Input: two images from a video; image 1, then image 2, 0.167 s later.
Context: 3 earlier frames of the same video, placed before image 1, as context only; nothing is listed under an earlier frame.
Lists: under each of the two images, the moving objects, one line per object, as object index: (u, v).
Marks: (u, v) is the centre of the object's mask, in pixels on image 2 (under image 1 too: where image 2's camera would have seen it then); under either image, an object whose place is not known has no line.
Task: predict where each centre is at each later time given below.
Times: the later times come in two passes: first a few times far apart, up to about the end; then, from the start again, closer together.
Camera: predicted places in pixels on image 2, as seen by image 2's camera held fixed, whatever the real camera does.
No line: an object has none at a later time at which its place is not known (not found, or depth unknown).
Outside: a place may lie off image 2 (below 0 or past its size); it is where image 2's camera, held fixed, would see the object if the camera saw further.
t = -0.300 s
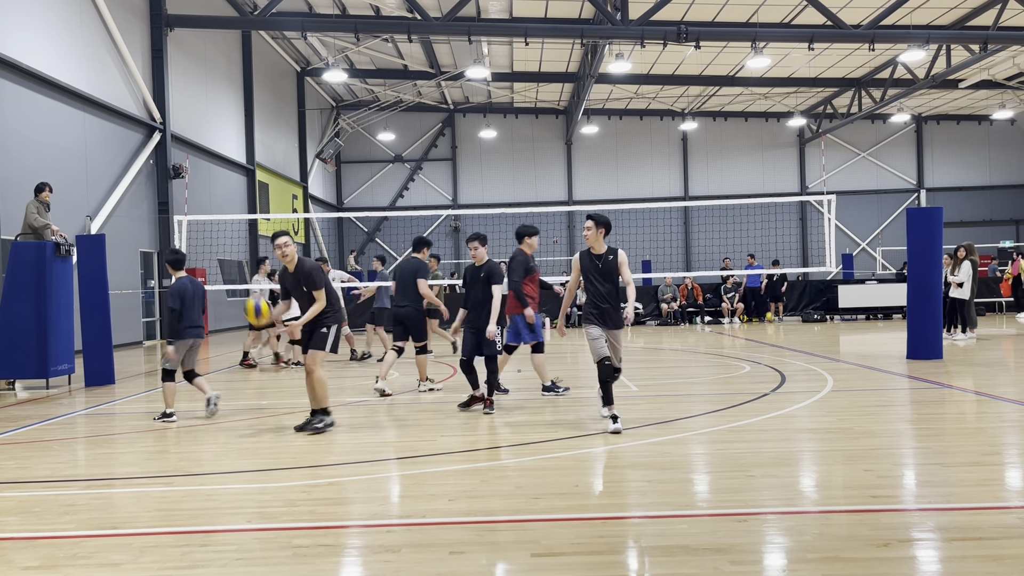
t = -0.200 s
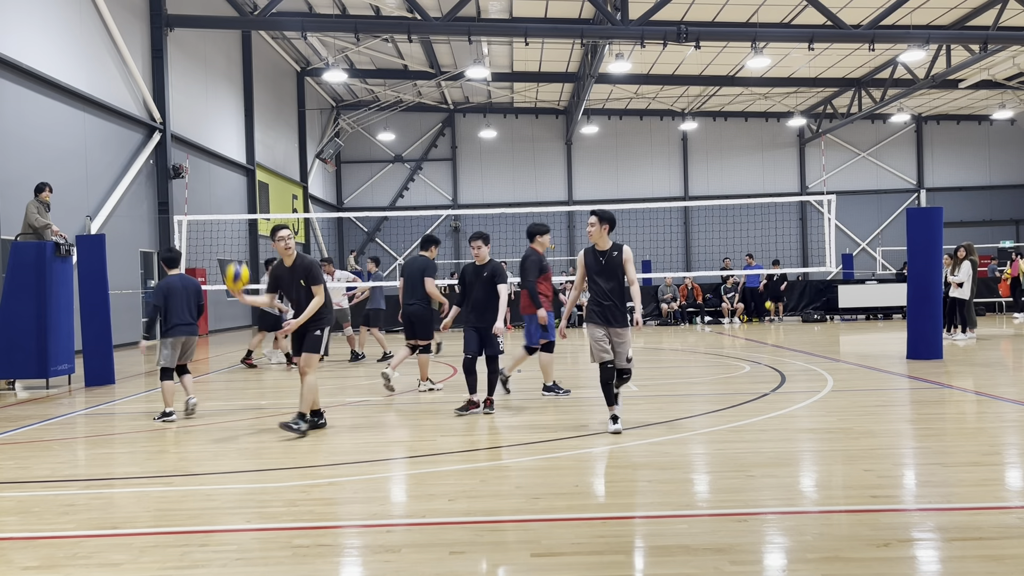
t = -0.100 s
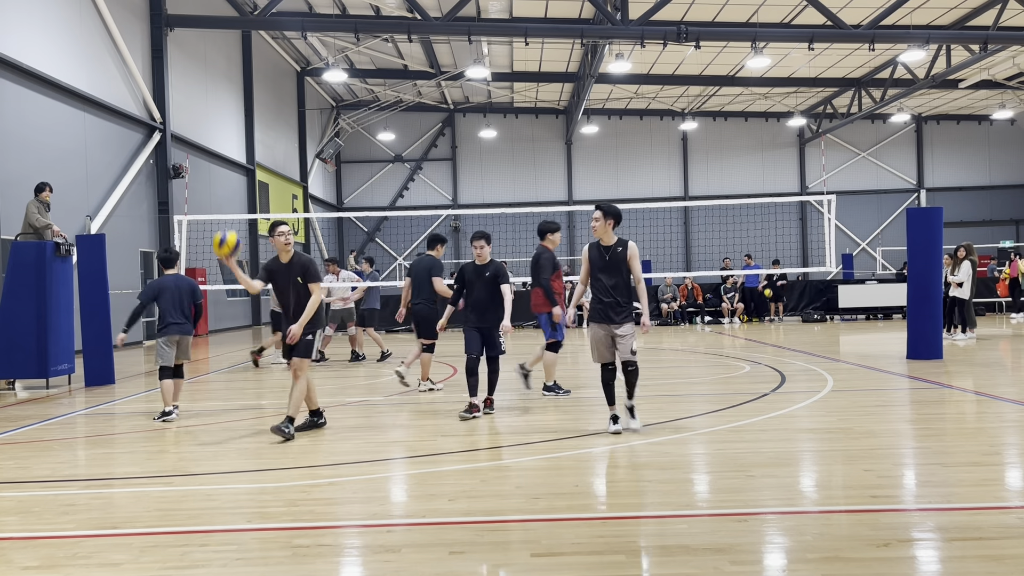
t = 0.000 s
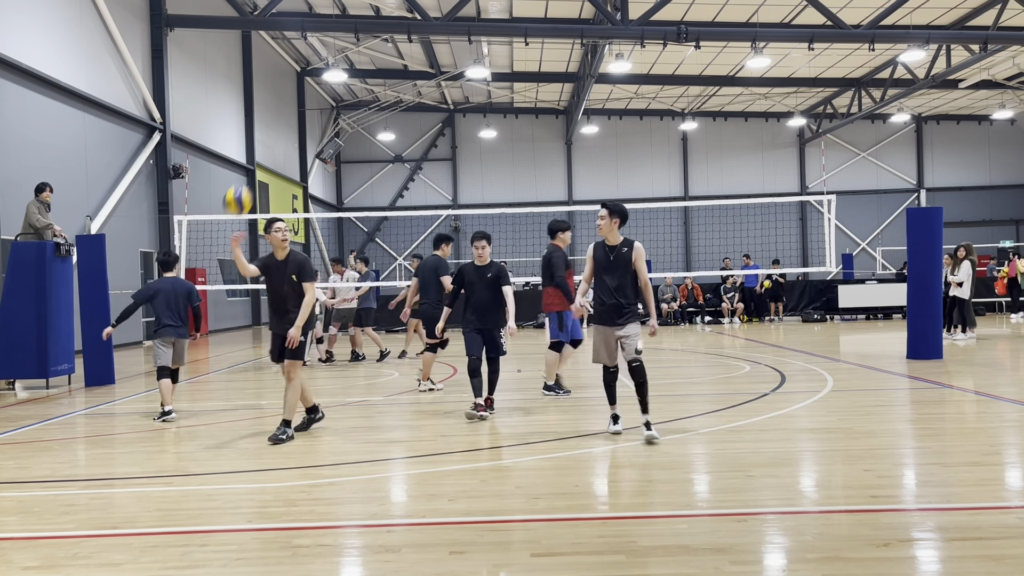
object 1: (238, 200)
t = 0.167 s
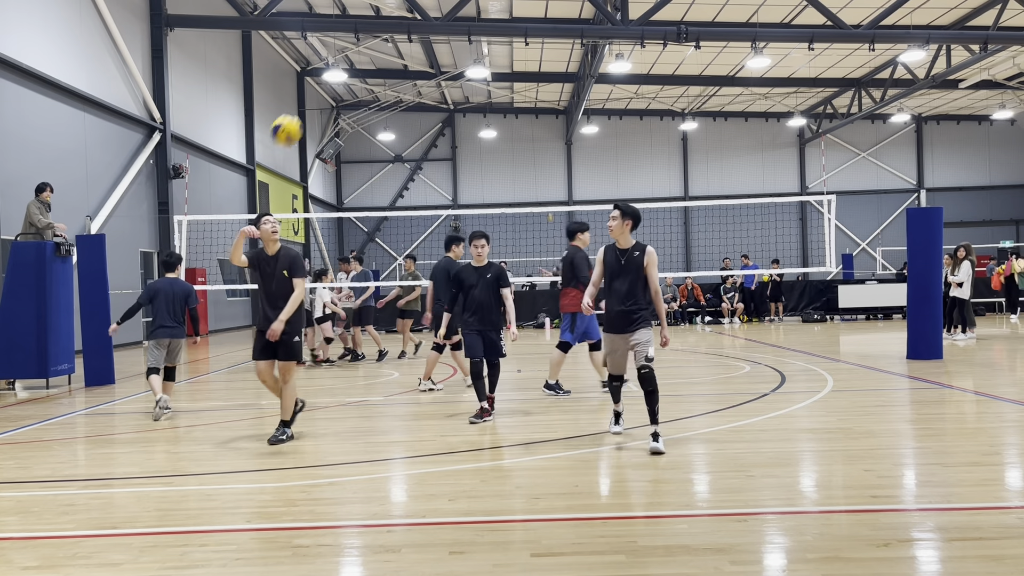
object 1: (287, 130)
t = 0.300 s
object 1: (328, 97)
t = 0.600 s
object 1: (435, 111)
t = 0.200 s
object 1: (296, 120)
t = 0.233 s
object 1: (307, 110)
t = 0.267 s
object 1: (317, 102)
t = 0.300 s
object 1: (328, 97)
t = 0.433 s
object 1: (372, 87)
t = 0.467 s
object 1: (385, 89)
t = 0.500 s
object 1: (397, 92)
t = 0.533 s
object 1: (409, 96)
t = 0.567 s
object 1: (422, 102)
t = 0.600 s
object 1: (435, 111)
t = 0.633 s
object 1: (449, 120)
